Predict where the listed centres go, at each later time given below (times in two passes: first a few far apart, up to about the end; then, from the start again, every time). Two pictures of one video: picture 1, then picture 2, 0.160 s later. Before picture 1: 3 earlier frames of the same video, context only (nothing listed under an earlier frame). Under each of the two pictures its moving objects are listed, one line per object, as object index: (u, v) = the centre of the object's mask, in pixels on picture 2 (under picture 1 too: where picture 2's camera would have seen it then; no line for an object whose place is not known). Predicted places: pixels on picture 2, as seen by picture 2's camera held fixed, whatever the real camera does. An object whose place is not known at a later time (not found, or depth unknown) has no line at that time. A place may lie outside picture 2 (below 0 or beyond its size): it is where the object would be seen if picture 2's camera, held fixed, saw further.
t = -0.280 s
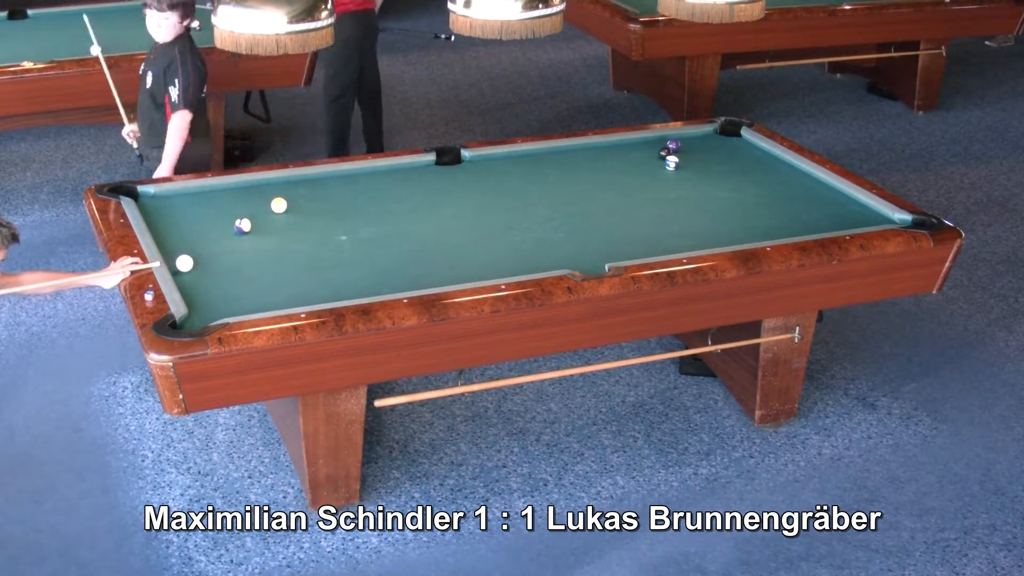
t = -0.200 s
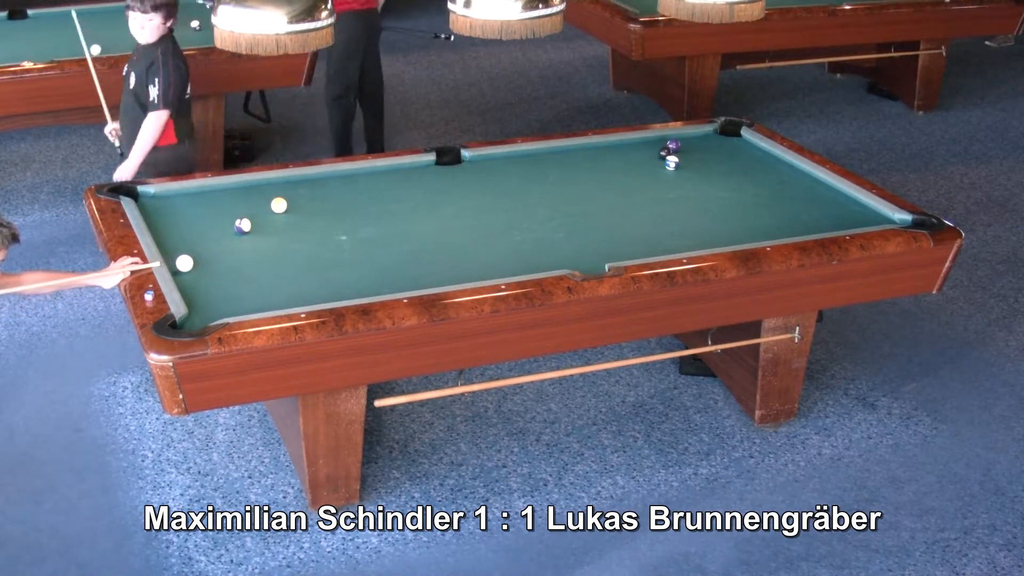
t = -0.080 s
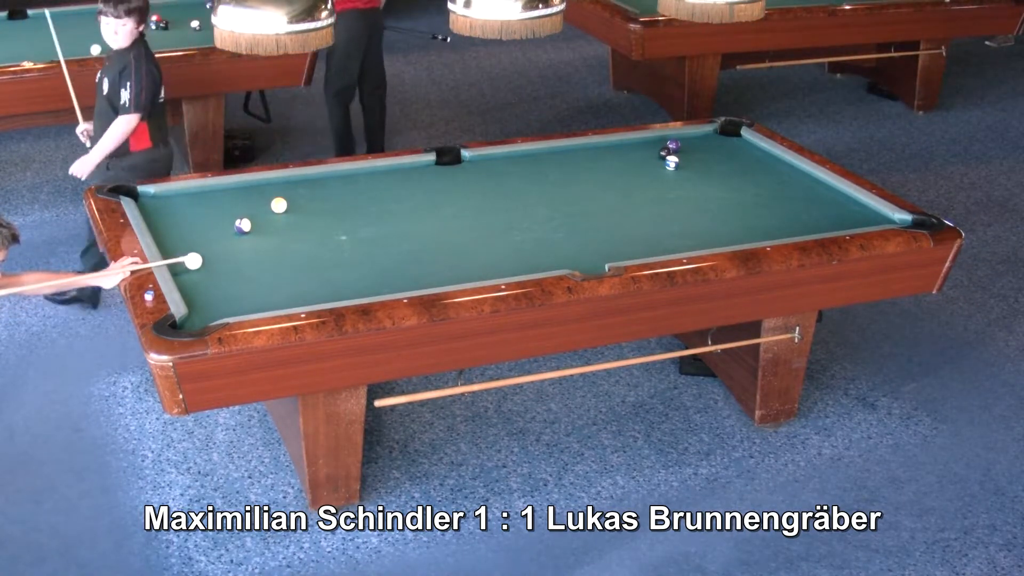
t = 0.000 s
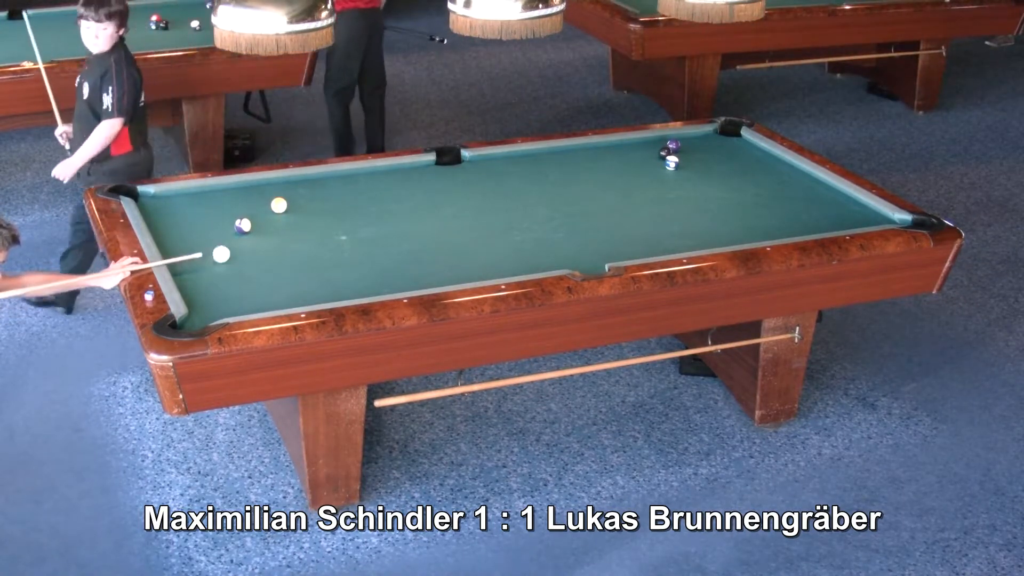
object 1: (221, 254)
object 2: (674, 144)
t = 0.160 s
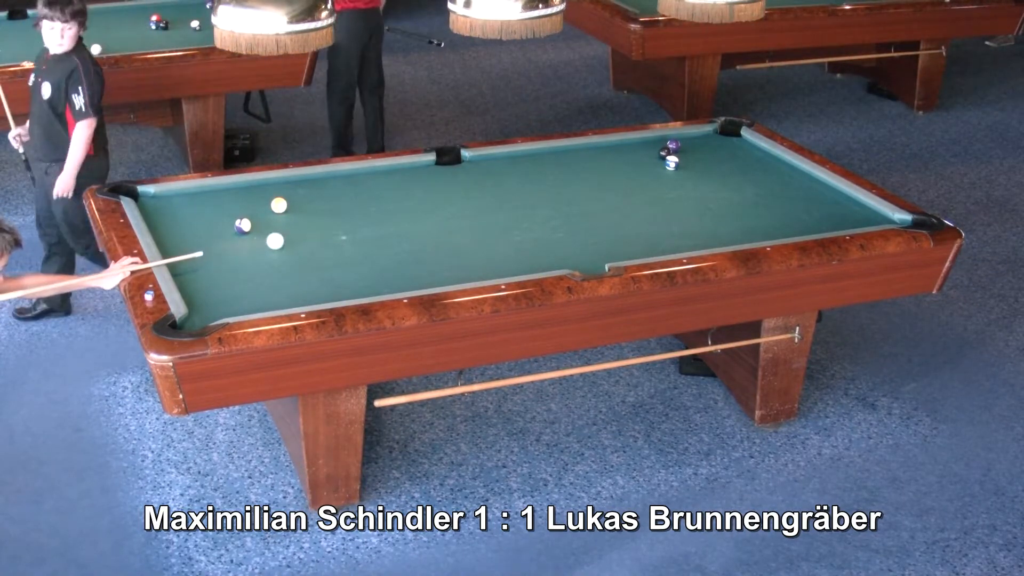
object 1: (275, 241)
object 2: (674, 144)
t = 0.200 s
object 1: (288, 238)
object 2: (674, 144)
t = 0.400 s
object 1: (350, 223)
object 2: (674, 144)
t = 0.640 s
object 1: (419, 206)
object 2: (674, 144)
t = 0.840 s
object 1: (473, 193)
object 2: (674, 144)
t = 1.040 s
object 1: (523, 181)
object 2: (674, 144)
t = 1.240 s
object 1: (569, 169)
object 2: (674, 145)
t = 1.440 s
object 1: (613, 159)
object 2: (674, 145)
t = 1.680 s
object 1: (659, 145)
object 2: (675, 145)
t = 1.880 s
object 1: (660, 142)
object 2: (705, 142)
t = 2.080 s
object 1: (663, 138)
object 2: (731, 140)
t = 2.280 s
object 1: (672, 139)
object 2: (734, 139)
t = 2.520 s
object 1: (681, 141)
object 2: (718, 140)
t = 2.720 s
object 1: (687, 142)
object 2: (704, 141)
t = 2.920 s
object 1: (682, 143)
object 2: (703, 142)
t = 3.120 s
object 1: (676, 144)
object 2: (703, 142)
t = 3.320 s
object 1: (671, 144)
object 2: (704, 143)
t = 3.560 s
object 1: (666, 144)
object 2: (704, 143)
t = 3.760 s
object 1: (661, 144)
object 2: (704, 143)
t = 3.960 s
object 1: (658, 145)
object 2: (704, 143)
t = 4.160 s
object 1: (656, 146)
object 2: (704, 143)
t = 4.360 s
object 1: (655, 146)
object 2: (704, 143)
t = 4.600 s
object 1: (654, 147)
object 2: (704, 143)
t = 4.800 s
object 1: (654, 147)
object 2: (704, 143)
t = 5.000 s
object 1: (654, 147)
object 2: (704, 143)
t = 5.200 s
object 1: (654, 147)
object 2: (704, 143)
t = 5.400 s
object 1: (654, 146)
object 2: (704, 143)
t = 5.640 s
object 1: (654, 146)
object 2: (704, 143)
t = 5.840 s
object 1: (654, 146)
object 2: (704, 143)
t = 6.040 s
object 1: (654, 146)
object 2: (704, 142)
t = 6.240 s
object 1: (654, 146)
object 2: (704, 142)
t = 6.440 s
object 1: (654, 146)
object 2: (704, 142)
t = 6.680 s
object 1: (654, 146)
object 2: (704, 143)
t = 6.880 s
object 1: (653, 146)
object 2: (704, 143)
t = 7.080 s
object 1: (653, 146)
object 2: (704, 143)
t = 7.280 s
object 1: (653, 146)
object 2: (704, 143)
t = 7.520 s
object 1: (653, 146)
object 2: (704, 143)
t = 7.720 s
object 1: (653, 146)
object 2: (704, 143)
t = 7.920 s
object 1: (653, 146)
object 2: (704, 143)
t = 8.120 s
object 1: (653, 146)
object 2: (704, 143)
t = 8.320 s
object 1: (653, 146)
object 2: (704, 143)
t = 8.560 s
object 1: (653, 146)
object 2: (704, 143)
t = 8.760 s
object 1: (653, 146)
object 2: (704, 143)
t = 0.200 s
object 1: (288, 238)
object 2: (674, 144)
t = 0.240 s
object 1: (301, 235)
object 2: (674, 144)
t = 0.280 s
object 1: (313, 232)
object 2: (674, 144)
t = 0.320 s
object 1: (326, 229)
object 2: (674, 144)
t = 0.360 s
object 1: (338, 226)
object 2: (674, 144)
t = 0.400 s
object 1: (350, 223)
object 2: (674, 144)
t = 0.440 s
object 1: (362, 220)
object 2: (674, 144)
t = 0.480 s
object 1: (374, 217)
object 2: (674, 144)
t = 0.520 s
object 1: (386, 214)
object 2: (674, 144)
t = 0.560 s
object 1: (397, 211)
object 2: (674, 144)
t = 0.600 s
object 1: (408, 208)
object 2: (674, 144)
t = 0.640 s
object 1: (419, 206)
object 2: (674, 144)
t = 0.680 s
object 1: (430, 203)
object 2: (674, 144)
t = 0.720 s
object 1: (441, 200)
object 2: (674, 144)
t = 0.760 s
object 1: (452, 198)
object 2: (674, 144)
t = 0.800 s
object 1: (462, 195)
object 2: (674, 144)
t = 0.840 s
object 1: (473, 193)
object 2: (674, 144)
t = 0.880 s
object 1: (483, 190)
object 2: (674, 144)
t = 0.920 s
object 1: (493, 188)
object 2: (674, 144)
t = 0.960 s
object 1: (503, 185)
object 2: (674, 144)
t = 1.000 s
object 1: (513, 183)
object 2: (674, 145)
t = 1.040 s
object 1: (523, 181)
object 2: (674, 144)
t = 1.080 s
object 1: (532, 178)
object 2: (674, 145)
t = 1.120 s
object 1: (542, 176)
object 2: (674, 145)
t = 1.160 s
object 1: (551, 174)
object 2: (674, 145)
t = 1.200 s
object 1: (560, 172)
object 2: (674, 145)
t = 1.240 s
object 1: (569, 169)
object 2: (674, 145)
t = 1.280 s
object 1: (578, 167)
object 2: (674, 145)
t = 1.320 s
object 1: (587, 165)
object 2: (674, 145)
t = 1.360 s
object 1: (596, 163)
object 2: (674, 145)
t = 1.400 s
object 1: (604, 161)
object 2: (674, 145)
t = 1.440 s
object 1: (613, 159)
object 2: (674, 145)
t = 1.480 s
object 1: (621, 157)
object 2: (674, 145)
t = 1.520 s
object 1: (630, 155)
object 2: (674, 145)
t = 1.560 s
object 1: (638, 153)
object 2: (674, 145)
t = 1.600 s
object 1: (646, 151)
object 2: (674, 145)
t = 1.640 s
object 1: (653, 149)
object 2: (674, 145)
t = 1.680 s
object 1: (659, 145)
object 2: (675, 145)
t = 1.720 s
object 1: (659, 145)
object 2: (682, 145)
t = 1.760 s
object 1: (659, 145)
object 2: (690, 144)
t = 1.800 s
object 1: (659, 144)
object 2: (695, 144)
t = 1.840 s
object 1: (660, 143)
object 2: (700, 143)
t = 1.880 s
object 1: (660, 142)
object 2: (705, 142)
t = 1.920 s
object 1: (661, 141)
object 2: (710, 142)
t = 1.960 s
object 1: (662, 140)
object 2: (716, 142)
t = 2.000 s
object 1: (662, 139)
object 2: (720, 141)
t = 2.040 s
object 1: (663, 139)
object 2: (727, 141)
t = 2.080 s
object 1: (663, 138)
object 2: (731, 140)
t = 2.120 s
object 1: (665, 138)
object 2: (736, 139)
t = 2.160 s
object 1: (667, 138)
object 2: (741, 139)
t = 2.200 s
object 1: (668, 139)
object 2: (740, 138)
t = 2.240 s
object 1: (670, 139)
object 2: (735, 139)
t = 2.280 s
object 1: (672, 139)
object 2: (734, 139)
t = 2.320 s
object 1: (673, 140)
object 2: (731, 140)
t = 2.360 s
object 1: (675, 140)
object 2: (728, 139)
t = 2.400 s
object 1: (676, 140)
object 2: (726, 139)
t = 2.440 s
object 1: (677, 140)
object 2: (722, 139)
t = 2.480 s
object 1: (679, 140)
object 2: (719, 140)
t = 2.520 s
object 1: (681, 141)
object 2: (718, 140)
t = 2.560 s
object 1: (682, 141)
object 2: (716, 140)
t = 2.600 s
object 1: (683, 141)
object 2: (712, 140)
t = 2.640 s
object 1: (684, 141)
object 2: (709, 140)
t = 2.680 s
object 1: (686, 141)
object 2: (707, 140)
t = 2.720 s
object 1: (687, 142)
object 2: (704, 141)
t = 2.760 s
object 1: (687, 142)
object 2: (703, 141)
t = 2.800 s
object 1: (686, 142)
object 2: (703, 141)
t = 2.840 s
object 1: (684, 142)
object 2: (702, 142)
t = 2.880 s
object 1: (683, 142)
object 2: (703, 142)
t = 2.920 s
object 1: (682, 143)
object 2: (703, 142)
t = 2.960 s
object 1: (681, 143)
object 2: (703, 142)
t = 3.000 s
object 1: (679, 143)
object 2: (703, 142)
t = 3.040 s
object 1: (678, 144)
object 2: (703, 142)
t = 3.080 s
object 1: (677, 144)
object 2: (703, 142)
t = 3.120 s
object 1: (676, 144)
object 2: (703, 142)
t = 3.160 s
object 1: (675, 144)
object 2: (704, 142)
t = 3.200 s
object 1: (674, 144)
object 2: (704, 143)
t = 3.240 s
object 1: (673, 144)
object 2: (704, 143)
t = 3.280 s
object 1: (672, 144)
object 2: (704, 143)
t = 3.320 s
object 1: (671, 144)
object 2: (704, 143)
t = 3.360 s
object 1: (670, 144)
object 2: (704, 143)
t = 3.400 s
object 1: (669, 144)
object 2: (704, 143)
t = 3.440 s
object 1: (669, 144)
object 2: (704, 143)
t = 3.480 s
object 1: (668, 144)
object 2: (704, 143)
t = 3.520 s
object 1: (667, 144)
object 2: (704, 143)
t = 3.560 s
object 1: (666, 144)
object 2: (704, 143)
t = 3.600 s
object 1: (665, 144)
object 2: (704, 143)
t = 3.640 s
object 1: (664, 144)
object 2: (704, 143)
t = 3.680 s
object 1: (663, 144)
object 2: (704, 143)
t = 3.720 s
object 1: (662, 144)
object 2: (704, 143)
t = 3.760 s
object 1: (661, 144)
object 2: (704, 143)
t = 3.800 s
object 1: (660, 144)
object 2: (704, 143)
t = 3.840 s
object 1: (660, 145)
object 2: (704, 143)
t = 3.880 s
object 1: (659, 145)
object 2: (704, 143)
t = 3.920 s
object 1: (658, 145)
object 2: (704, 143)
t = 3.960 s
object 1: (658, 145)
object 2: (704, 143)
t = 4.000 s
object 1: (658, 145)
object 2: (704, 143)
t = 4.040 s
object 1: (657, 146)
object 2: (704, 143)
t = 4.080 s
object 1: (657, 146)
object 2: (704, 143)
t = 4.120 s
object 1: (656, 146)
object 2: (704, 143)
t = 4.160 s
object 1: (656, 146)
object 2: (704, 143)
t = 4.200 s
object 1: (656, 146)
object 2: (704, 143)
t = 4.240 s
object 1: (655, 146)
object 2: (704, 143)
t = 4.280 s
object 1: (655, 146)
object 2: (704, 143)
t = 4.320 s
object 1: (655, 146)
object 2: (704, 143)
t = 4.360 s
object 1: (655, 146)
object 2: (704, 143)
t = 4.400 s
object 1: (654, 146)
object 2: (704, 143)
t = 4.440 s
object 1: (654, 147)
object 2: (704, 143)
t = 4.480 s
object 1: (654, 147)
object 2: (704, 143)
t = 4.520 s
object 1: (654, 147)
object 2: (704, 143)
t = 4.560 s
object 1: (654, 147)
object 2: (704, 143)
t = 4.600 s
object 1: (654, 147)
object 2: (704, 143)
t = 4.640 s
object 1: (654, 147)
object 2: (704, 143)
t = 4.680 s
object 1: (654, 147)
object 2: (704, 143)
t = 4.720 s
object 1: (654, 147)
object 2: (704, 143)
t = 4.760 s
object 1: (654, 147)
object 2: (704, 143)
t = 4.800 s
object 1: (654, 147)
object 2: (704, 143)
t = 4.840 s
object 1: (654, 147)
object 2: (704, 143)
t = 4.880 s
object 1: (654, 147)
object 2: (704, 143)
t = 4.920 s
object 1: (654, 147)
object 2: (704, 143)
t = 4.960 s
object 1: (654, 147)
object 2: (704, 143)
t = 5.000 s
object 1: (654, 147)
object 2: (704, 143)
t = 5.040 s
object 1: (654, 147)
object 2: (704, 143)
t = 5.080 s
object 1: (654, 147)
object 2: (704, 143)
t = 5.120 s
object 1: (654, 147)
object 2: (704, 143)
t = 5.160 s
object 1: (654, 147)
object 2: (704, 143)
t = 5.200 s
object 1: (654, 147)
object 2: (704, 143)
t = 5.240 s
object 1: (654, 146)
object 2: (704, 143)
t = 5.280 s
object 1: (654, 146)
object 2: (704, 143)
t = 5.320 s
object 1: (654, 146)
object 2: (704, 143)
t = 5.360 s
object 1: (654, 146)
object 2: (704, 143)
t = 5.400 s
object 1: (654, 146)
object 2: (704, 143)
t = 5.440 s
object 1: (654, 146)
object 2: (704, 143)
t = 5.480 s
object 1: (654, 146)
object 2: (704, 143)
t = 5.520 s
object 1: (654, 146)
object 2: (704, 143)
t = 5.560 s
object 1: (654, 146)
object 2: (704, 143)
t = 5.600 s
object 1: (654, 146)
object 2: (704, 143)
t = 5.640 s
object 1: (654, 146)
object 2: (704, 143)
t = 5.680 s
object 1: (654, 146)
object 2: (704, 143)
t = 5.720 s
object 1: (654, 146)
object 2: (704, 143)
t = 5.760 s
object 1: (654, 146)
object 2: (704, 143)
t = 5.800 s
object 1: (654, 146)
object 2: (704, 143)
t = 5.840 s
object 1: (654, 146)
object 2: (704, 143)
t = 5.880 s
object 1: (654, 146)
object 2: (704, 143)
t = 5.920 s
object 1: (654, 146)
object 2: (704, 142)
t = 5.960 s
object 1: (654, 146)
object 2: (704, 142)
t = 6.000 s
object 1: (654, 146)
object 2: (704, 142)
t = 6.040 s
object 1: (654, 146)
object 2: (704, 142)
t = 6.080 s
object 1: (654, 146)
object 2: (704, 142)
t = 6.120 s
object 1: (654, 146)
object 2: (704, 142)
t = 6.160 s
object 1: (654, 146)
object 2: (704, 142)
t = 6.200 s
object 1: (654, 146)
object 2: (704, 142)
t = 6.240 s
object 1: (654, 146)
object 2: (704, 142)
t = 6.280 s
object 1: (654, 146)
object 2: (704, 142)
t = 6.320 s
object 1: (654, 146)
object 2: (704, 142)
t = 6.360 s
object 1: (654, 146)
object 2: (704, 142)
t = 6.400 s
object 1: (654, 146)
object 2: (704, 142)
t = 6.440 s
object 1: (654, 146)
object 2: (704, 142)
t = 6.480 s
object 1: (654, 146)
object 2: (704, 142)
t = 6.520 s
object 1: (654, 146)
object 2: (704, 142)
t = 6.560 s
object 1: (654, 146)
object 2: (704, 142)
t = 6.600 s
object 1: (654, 146)
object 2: (704, 143)
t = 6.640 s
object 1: (654, 146)
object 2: (704, 143)
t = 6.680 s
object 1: (654, 146)
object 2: (704, 143)
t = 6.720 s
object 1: (654, 146)
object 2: (704, 143)
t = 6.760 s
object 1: (654, 146)
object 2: (704, 143)
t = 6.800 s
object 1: (654, 146)
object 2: (704, 143)
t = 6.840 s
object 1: (654, 146)
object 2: (704, 143)
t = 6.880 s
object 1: (653, 146)
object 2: (704, 143)
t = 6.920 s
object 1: (653, 146)
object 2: (704, 143)
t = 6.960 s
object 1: (653, 146)
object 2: (704, 143)
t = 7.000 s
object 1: (653, 146)
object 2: (704, 143)
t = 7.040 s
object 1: (653, 146)
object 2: (704, 143)
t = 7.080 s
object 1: (653, 146)
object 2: (704, 143)
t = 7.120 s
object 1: (653, 146)
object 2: (704, 143)
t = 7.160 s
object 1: (653, 146)
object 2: (704, 143)
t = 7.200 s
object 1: (653, 146)
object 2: (704, 143)
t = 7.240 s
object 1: (653, 146)
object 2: (704, 143)
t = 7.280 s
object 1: (653, 146)
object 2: (704, 143)
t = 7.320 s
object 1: (653, 146)
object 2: (704, 143)
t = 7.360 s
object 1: (653, 146)
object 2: (704, 143)
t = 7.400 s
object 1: (653, 146)
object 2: (704, 143)
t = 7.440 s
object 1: (653, 146)
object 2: (704, 143)
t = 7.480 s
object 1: (653, 146)
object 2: (704, 143)
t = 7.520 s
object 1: (653, 146)
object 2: (704, 143)
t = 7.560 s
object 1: (653, 146)
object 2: (704, 143)
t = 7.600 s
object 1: (653, 146)
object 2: (704, 143)
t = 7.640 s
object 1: (653, 146)
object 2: (704, 143)
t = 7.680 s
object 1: (653, 146)
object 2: (704, 143)
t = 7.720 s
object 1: (653, 146)
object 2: (704, 143)
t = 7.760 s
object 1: (653, 146)
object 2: (704, 143)
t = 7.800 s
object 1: (653, 146)
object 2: (704, 143)
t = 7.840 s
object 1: (653, 146)
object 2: (704, 143)
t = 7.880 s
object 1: (653, 146)
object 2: (704, 143)
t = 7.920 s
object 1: (653, 146)
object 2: (704, 143)
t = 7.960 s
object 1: (653, 146)
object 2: (704, 143)
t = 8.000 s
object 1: (653, 146)
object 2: (704, 143)
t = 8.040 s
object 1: (653, 146)
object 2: (704, 143)
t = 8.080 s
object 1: (653, 146)
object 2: (704, 143)
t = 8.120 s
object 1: (653, 146)
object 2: (704, 143)
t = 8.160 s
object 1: (653, 146)
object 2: (704, 143)
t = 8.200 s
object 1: (653, 146)
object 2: (704, 143)
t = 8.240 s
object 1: (653, 146)
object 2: (704, 143)
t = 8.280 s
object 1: (653, 146)
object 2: (704, 143)
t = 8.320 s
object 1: (653, 146)
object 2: (704, 143)
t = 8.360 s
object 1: (653, 146)
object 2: (704, 143)
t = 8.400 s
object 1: (653, 146)
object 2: (704, 143)
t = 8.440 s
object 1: (653, 146)
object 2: (704, 143)
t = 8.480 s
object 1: (653, 146)
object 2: (704, 143)
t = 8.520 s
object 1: (653, 146)
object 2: (704, 143)
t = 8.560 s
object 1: (653, 146)
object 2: (704, 143)
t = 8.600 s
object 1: (653, 146)
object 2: (704, 143)
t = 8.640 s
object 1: (653, 146)
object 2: (704, 143)
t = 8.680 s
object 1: (653, 146)
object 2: (704, 143)
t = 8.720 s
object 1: (653, 146)
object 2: (704, 143)
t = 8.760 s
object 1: (653, 146)
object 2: (704, 143)
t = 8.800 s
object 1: (653, 146)
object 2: (704, 143)
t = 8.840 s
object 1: (653, 146)
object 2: (704, 143)
